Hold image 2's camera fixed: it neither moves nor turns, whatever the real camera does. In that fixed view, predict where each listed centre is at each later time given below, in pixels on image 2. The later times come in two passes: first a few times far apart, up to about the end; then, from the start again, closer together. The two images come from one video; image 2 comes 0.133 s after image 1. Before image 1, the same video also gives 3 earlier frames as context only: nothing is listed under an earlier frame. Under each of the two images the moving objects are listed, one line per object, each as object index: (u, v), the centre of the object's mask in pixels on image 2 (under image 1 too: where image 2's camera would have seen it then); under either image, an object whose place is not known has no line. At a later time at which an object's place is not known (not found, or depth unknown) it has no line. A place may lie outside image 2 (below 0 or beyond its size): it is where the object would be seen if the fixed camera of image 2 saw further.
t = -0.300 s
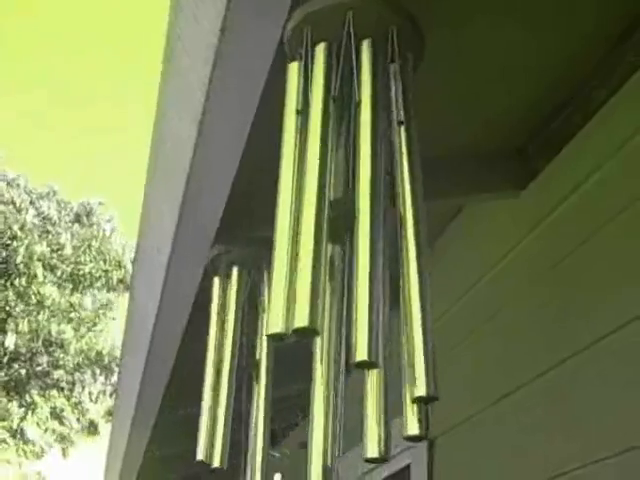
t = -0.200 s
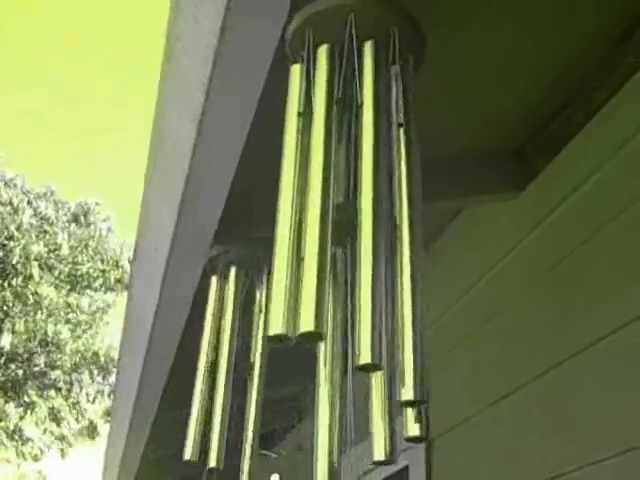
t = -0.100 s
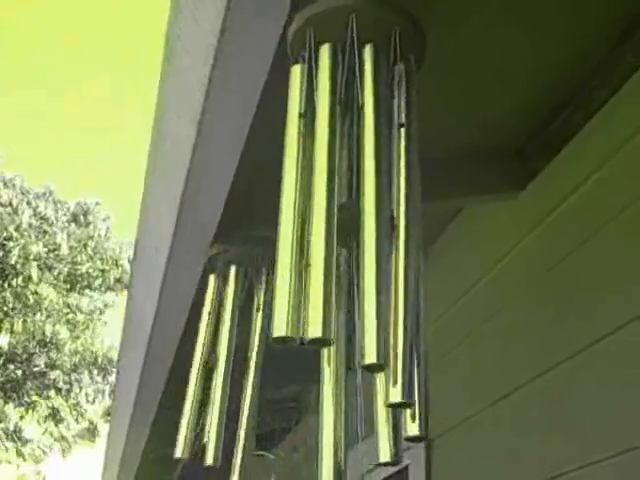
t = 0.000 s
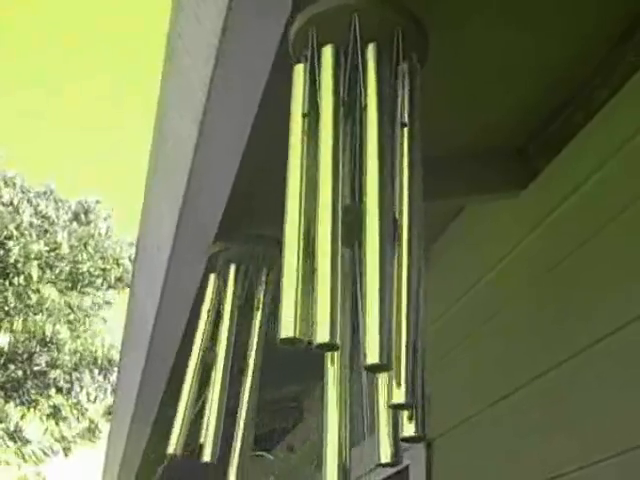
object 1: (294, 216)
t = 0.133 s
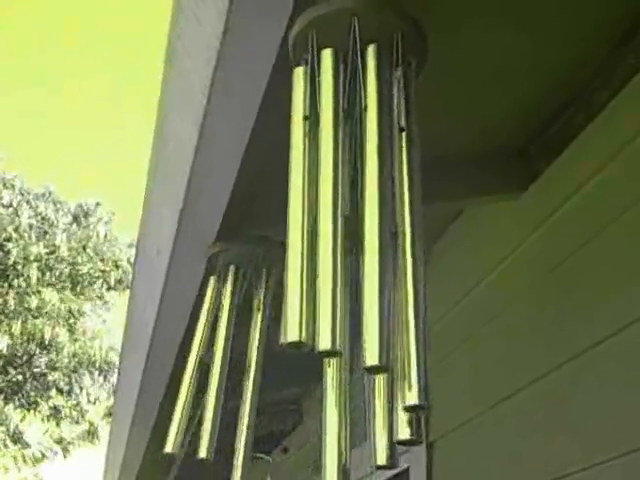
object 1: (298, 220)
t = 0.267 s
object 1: (293, 221)
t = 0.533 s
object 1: (285, 213)
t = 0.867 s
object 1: (288, 215)
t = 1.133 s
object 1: (292, 216)
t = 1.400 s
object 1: (287, 216)
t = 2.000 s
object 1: (282, 220)
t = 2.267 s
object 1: (280, 213)
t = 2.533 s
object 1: (296, 208)
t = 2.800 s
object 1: (294, 214)
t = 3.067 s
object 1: (282, 209)
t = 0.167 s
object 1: (297, 222)
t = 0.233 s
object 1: (296, 221)
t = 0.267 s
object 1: (293, 221)
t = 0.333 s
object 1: (292, 219)
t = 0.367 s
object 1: (290, 217)
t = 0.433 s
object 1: (288, 213)
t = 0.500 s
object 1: (286, 212)
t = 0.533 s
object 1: (285, 213)
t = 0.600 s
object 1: (283, 214)
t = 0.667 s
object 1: (283, 216)
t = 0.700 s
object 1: (283, 216)
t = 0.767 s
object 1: (285, 215)
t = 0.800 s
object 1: (285, 215)
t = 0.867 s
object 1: (288, 215)
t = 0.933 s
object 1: (290, 211)
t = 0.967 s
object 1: (291, 211)
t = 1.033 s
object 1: (292, 213)
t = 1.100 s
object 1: (292, 216)
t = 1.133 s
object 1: (292, 216)
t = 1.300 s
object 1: (288, 218)
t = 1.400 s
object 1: (287, 216)
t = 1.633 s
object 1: (287, 214)
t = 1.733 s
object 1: (288, 212)
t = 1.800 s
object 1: (289, 212)
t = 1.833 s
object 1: (289, 215)
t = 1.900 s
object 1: (287, 215)
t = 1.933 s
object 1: (286, 217)
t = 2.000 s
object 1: (282, 220)
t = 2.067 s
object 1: (279, 222)
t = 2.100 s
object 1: (277, 222)
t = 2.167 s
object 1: (277, 222)
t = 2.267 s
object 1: (280, 213)
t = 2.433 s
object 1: (289, 211)
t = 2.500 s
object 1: (294, 210)
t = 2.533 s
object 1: (296, 208)
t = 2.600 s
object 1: (298, 208)
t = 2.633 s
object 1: (299, 208)
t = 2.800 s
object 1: (294, 214)
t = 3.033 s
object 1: (283, 214)
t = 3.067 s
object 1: (282, 209)
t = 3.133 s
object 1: (282, 206)
